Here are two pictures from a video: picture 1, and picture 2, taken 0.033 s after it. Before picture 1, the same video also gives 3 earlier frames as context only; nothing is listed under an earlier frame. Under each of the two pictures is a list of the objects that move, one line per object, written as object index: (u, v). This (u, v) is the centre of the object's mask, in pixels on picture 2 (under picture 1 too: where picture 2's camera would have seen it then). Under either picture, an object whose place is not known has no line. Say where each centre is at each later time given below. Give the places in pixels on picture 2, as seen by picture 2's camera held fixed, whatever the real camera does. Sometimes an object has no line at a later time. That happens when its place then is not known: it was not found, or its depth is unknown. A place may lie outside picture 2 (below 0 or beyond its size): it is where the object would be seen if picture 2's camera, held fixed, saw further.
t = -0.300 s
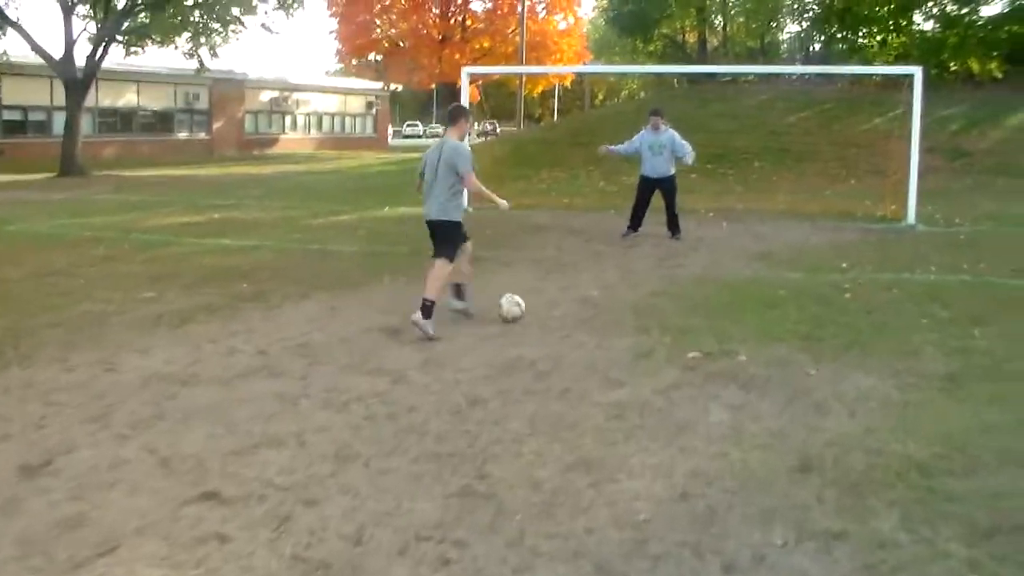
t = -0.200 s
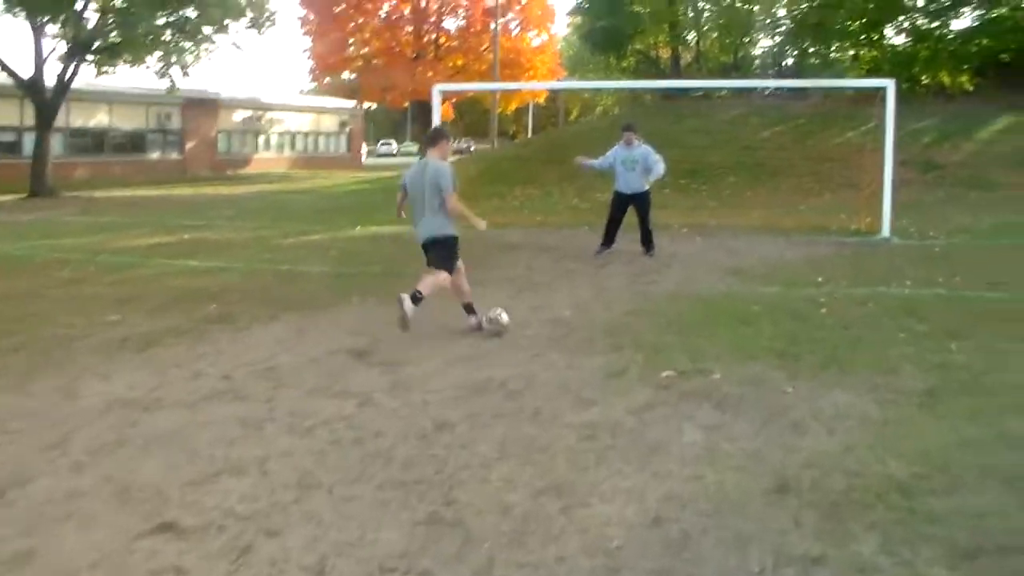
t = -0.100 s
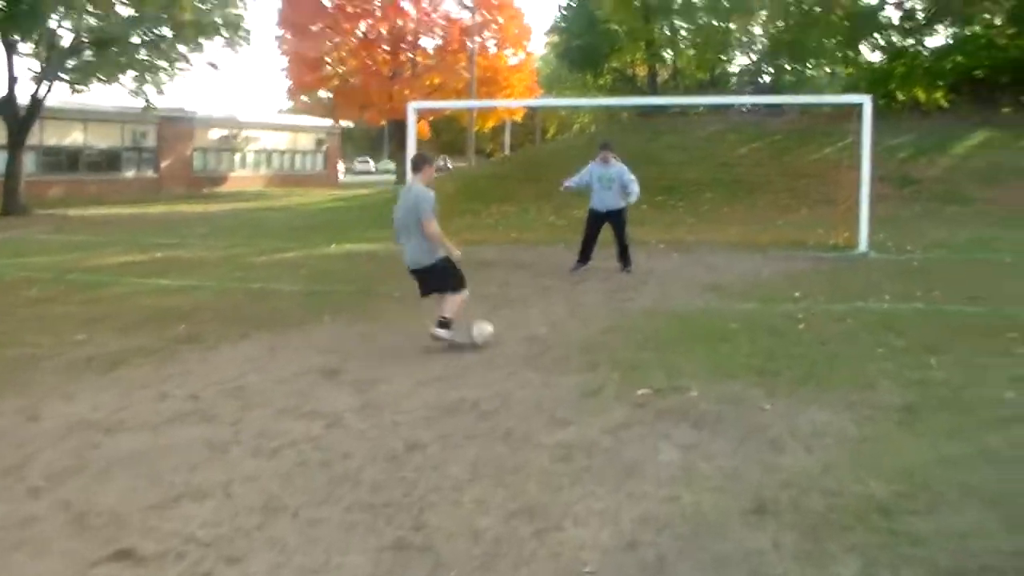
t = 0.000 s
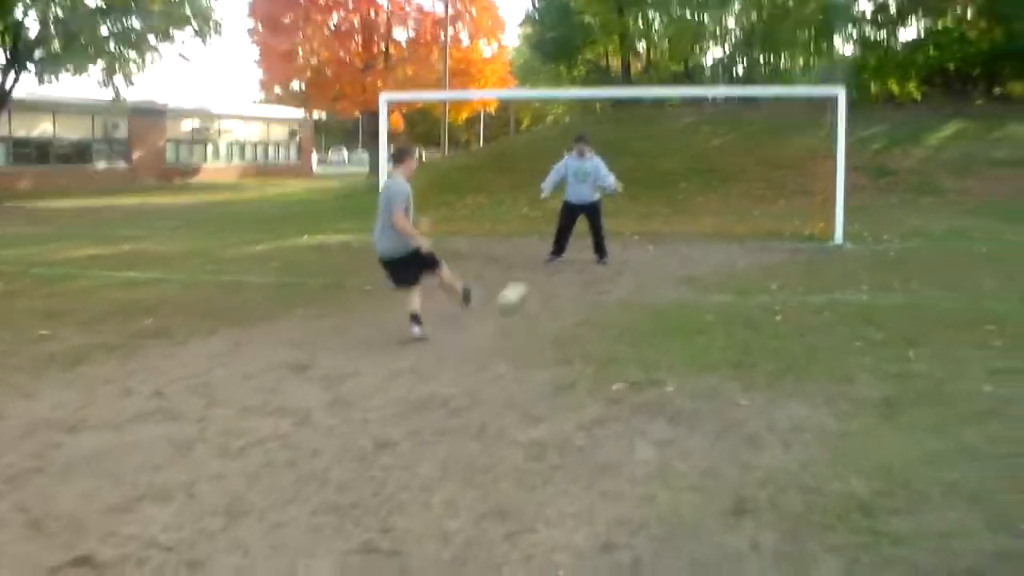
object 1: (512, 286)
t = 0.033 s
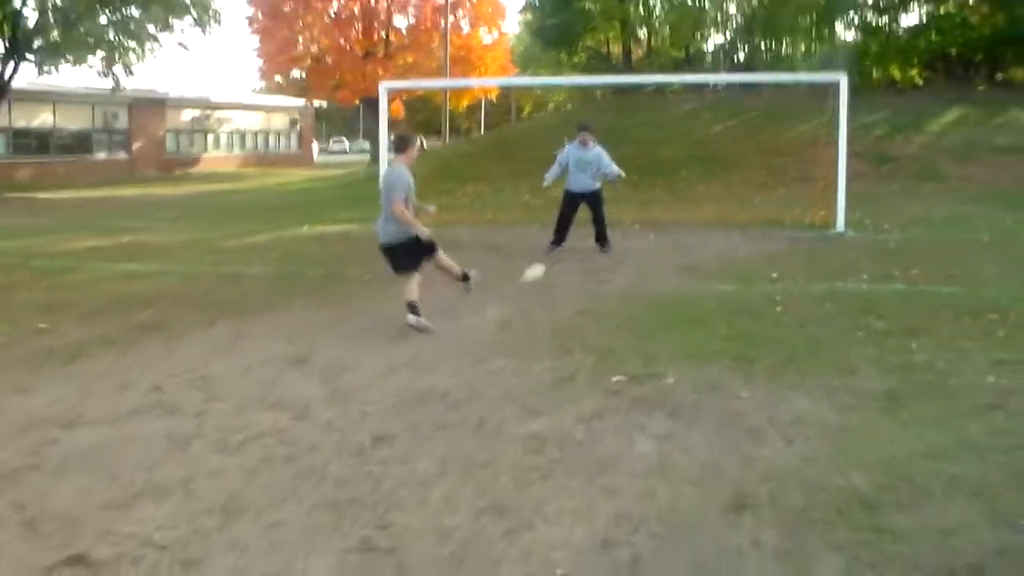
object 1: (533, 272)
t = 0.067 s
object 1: (555, 268)
